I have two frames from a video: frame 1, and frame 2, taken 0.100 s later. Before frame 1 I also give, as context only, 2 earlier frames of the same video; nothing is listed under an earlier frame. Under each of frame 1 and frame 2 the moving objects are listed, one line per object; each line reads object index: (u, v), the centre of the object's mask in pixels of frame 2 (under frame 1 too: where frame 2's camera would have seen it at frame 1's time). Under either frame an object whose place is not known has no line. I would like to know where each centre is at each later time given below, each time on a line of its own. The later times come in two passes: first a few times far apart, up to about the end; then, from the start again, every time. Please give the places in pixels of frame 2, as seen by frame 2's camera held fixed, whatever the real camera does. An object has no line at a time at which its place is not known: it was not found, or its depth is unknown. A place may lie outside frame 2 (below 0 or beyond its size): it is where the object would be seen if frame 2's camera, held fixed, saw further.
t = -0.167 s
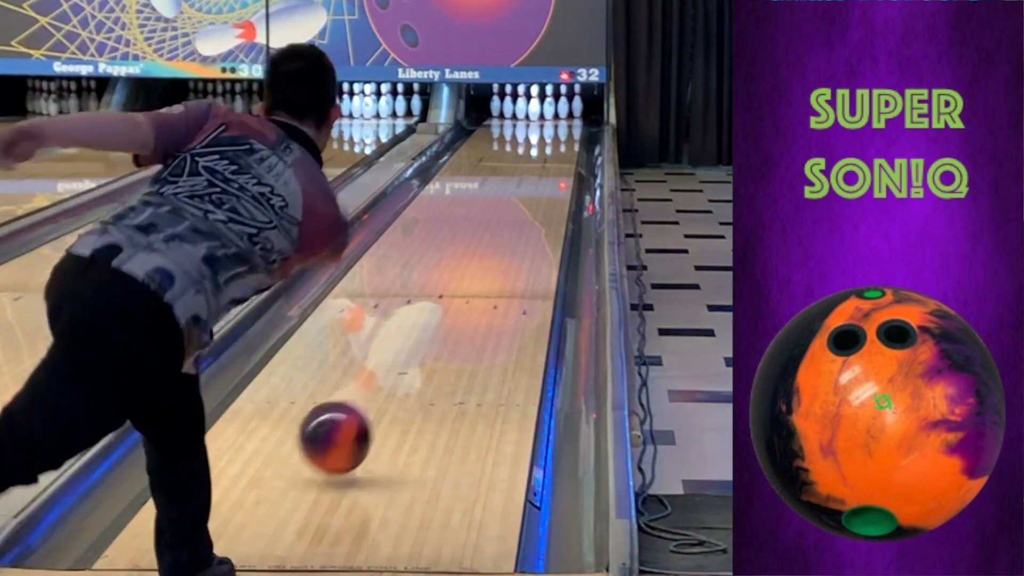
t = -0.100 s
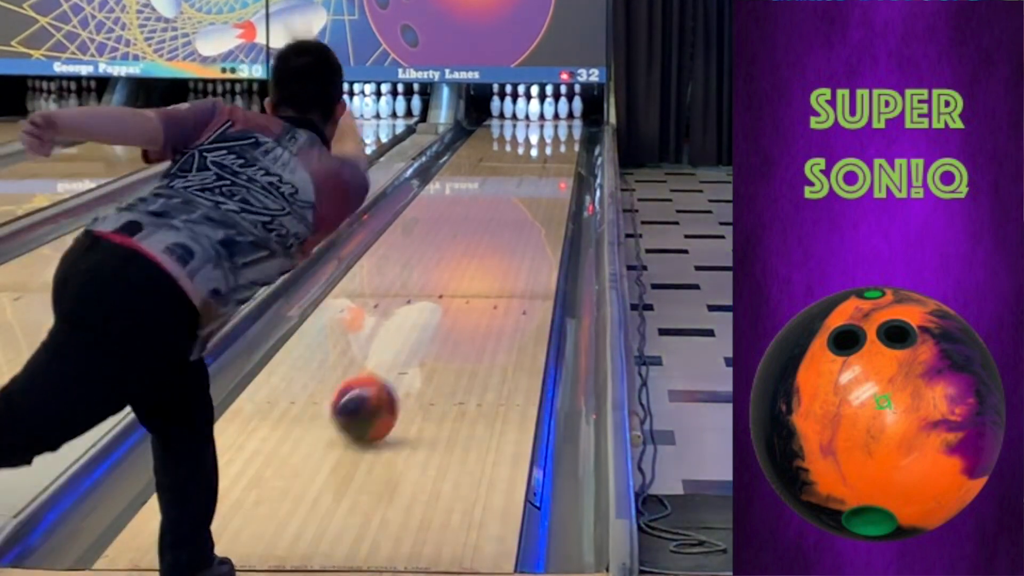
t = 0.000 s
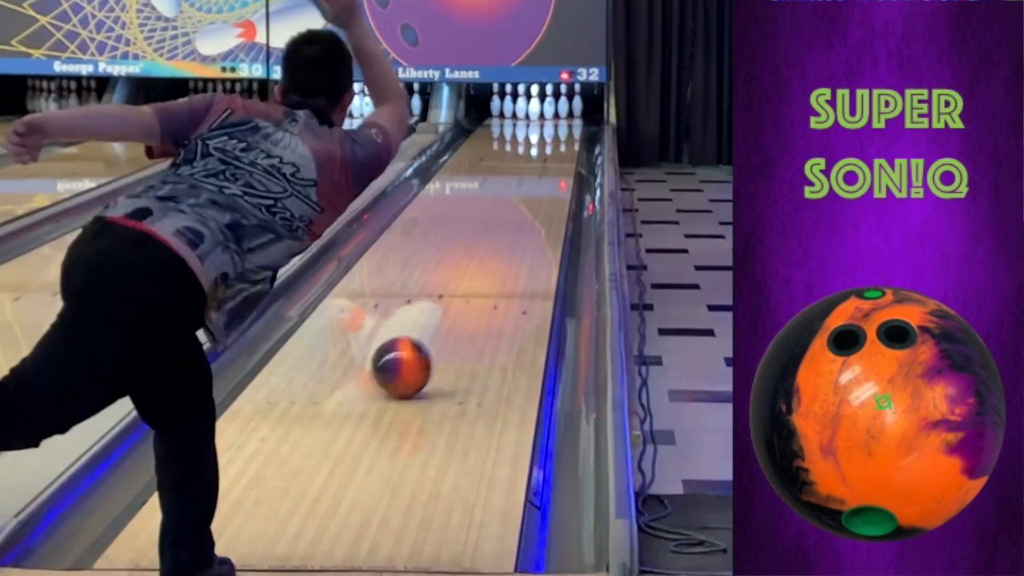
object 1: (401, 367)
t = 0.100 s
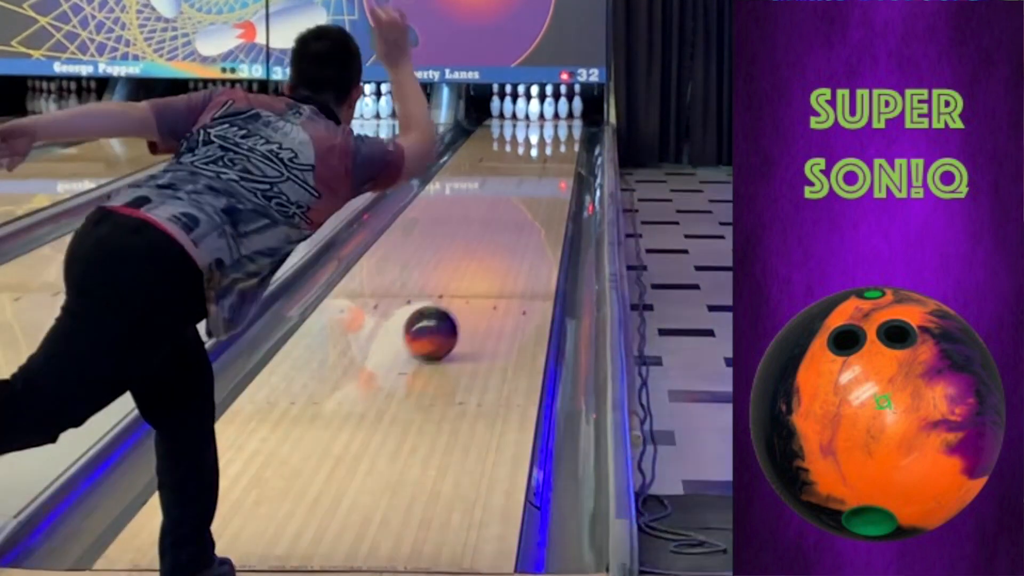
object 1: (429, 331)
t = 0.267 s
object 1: (469, 287)
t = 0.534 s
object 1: (511, 234)
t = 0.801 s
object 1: (539, 199)
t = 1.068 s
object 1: (557, 171)
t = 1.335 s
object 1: (569, 151)
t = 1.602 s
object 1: (571, 135)
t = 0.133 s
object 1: (440, 322)
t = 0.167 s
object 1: (447, 312)
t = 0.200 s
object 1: (455, 303)
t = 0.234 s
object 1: (462, 295)
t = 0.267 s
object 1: (469, 287)
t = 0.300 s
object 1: (475, 278)
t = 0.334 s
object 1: (482, 271)
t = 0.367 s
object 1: (487, 264)
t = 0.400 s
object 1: (493, 258)
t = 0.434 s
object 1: (498, 252)
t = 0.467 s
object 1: (503, 246)
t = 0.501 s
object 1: (507, 240)
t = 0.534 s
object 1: (511, 234)
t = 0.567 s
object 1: (516, 229)
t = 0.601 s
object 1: (520, 224)
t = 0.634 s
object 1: (523, 220)
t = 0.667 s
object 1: (527, 215)
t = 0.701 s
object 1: (530, 211)
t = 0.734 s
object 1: (533, 206)
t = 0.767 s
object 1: (537, 203)
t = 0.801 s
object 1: (539, 199)
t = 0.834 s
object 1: (542, 195)
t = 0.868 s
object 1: (545, 191)
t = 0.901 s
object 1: (547, 188)
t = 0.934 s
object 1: (550, 184)
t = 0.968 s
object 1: (551, 181)
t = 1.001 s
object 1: (554, 178)
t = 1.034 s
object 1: (555, 174)
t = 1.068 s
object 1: (557, 171)
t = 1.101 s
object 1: (559, 169)
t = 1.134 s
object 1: (561, 166)
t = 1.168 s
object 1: (563, 164)
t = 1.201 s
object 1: (564, 161)
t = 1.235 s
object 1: (565, 158)
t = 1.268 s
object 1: (567, 156)
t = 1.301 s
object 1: (568, 154)
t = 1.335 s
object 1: (569, 151)
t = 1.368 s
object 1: (570, 149)
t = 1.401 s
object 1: (570, 146)
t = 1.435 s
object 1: (571, 145)
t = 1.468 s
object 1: (571, 142)
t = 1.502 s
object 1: (571, 141)
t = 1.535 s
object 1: (571, 139)
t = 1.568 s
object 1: (571, 137)
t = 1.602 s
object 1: (571, 135)
